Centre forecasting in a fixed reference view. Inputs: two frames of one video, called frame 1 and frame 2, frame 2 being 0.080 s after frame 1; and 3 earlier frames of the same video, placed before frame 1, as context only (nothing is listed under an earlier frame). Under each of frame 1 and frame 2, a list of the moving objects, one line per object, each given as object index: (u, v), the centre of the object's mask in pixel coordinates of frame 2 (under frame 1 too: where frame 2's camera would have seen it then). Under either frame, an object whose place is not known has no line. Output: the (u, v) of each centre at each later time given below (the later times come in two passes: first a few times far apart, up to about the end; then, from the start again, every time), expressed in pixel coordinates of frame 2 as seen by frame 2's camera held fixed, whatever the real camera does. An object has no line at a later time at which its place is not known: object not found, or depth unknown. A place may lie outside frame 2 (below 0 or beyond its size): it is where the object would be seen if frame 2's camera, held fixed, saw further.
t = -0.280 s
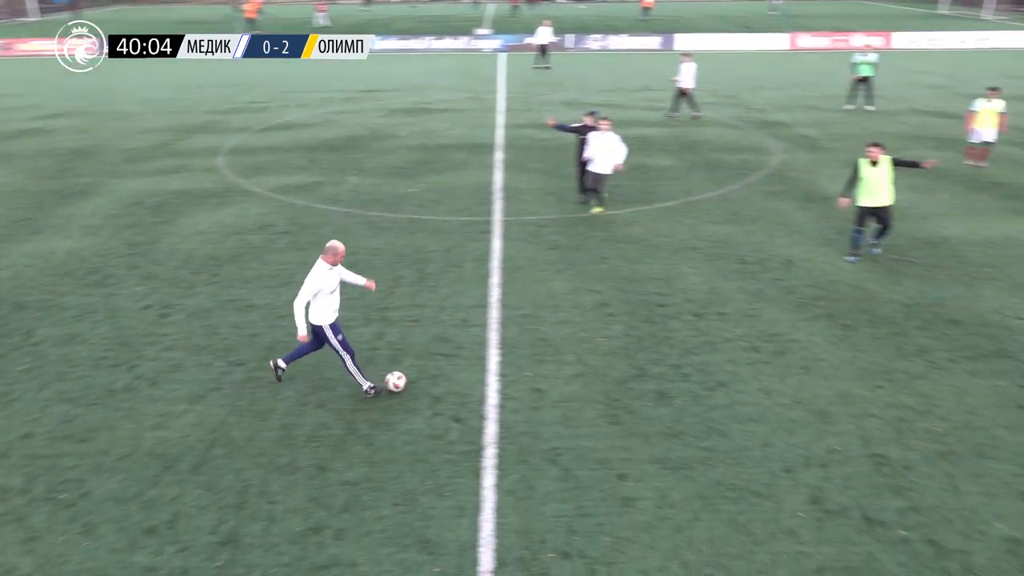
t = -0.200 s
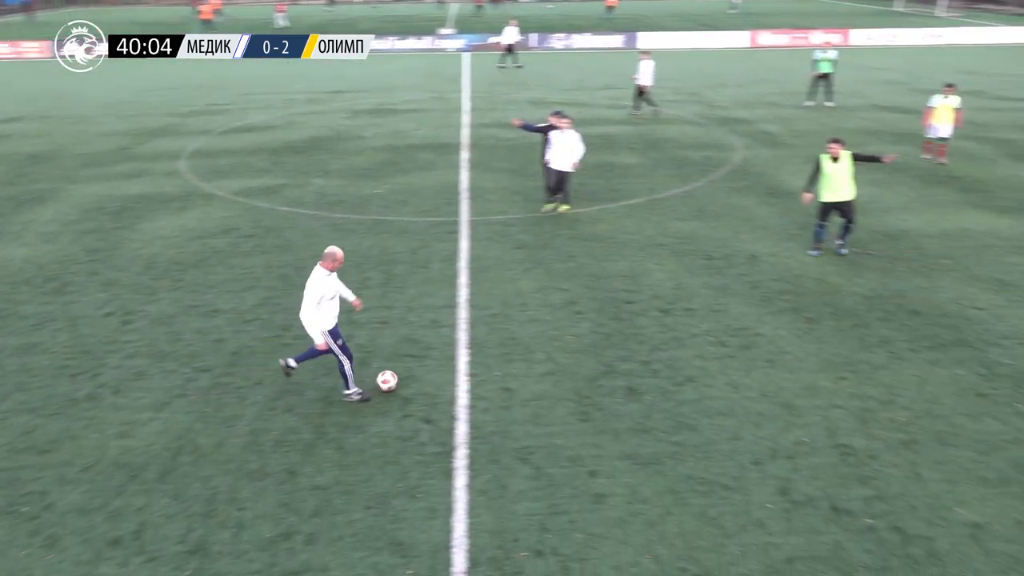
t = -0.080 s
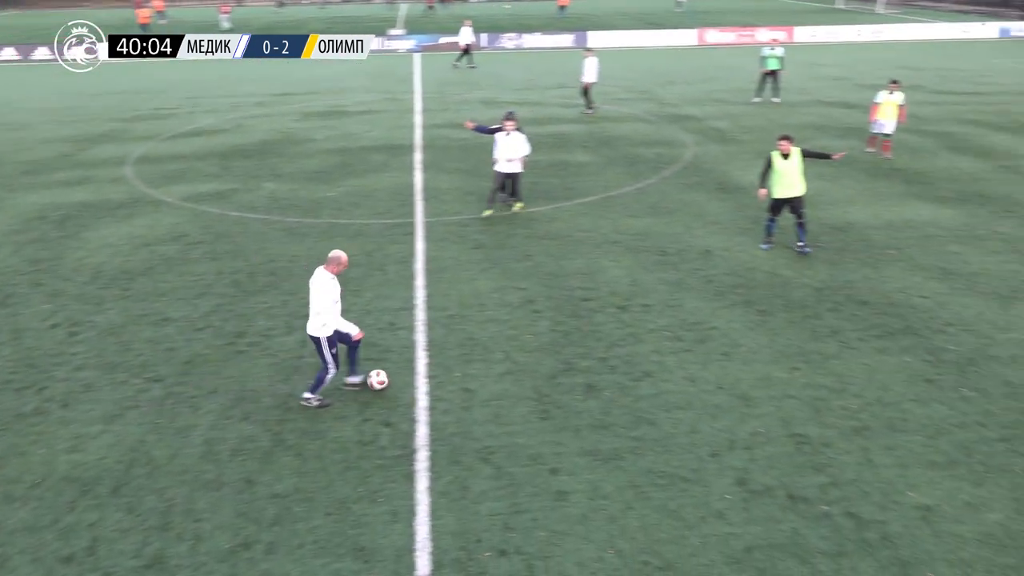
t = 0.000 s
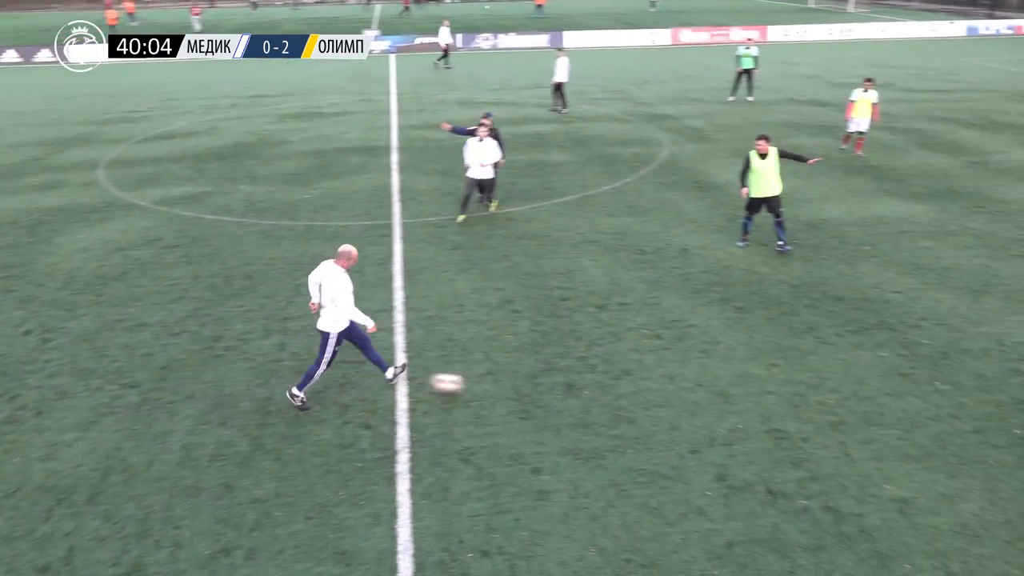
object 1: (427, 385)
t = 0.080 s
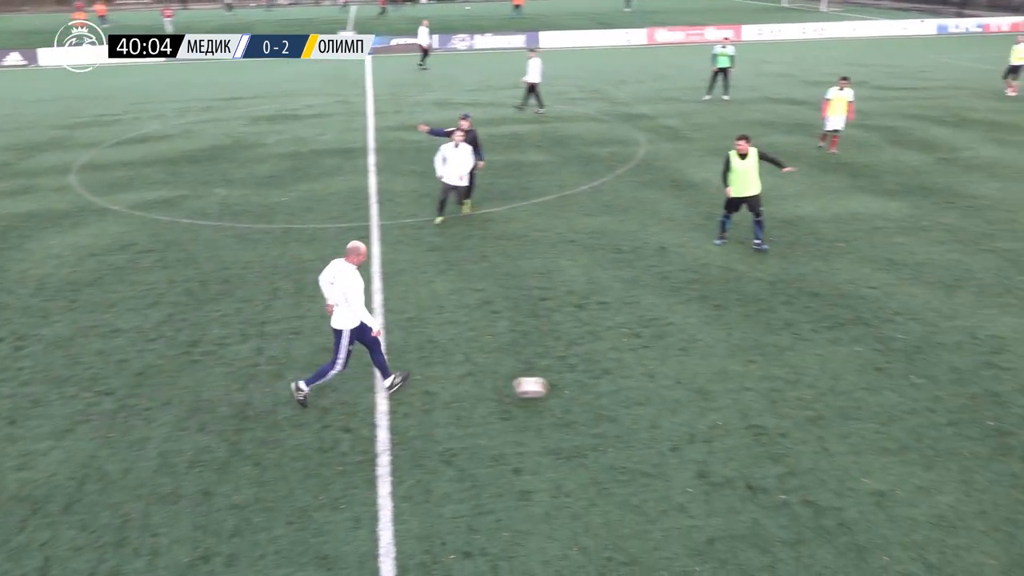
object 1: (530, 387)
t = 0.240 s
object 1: (731, 393)
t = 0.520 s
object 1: (1060, 407)
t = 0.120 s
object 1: (581, 388)
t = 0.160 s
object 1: (632, 391)
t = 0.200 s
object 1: (683, 394)
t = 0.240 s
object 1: (731, 393)
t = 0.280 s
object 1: (779, 394)
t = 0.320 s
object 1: (828, 397)
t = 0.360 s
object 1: (876, 400)
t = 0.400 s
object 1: (922, 400)
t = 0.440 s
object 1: (968, 401)
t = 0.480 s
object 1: (1014, 403)
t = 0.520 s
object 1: (1060, 407)
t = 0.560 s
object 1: (1106, 412)
